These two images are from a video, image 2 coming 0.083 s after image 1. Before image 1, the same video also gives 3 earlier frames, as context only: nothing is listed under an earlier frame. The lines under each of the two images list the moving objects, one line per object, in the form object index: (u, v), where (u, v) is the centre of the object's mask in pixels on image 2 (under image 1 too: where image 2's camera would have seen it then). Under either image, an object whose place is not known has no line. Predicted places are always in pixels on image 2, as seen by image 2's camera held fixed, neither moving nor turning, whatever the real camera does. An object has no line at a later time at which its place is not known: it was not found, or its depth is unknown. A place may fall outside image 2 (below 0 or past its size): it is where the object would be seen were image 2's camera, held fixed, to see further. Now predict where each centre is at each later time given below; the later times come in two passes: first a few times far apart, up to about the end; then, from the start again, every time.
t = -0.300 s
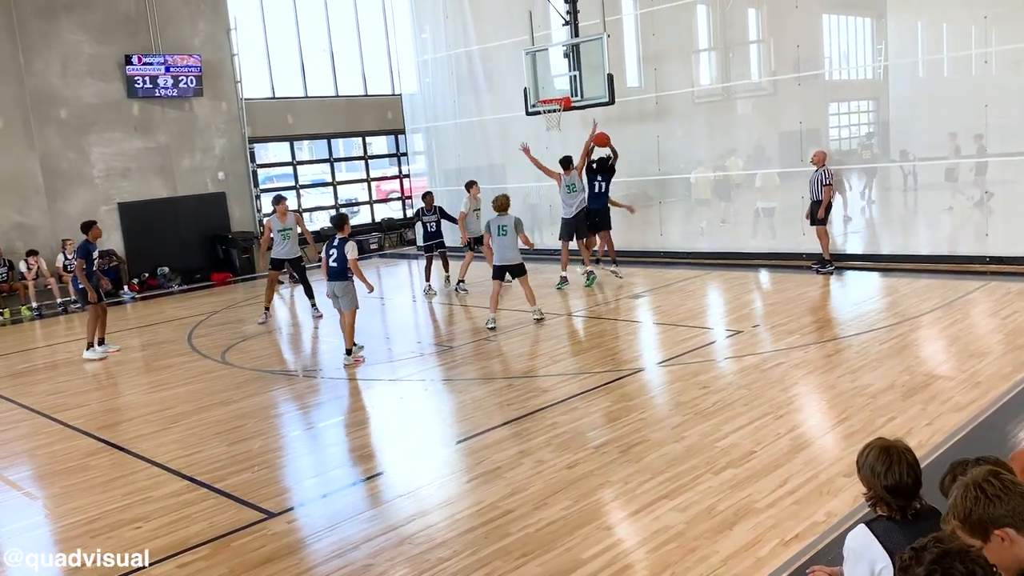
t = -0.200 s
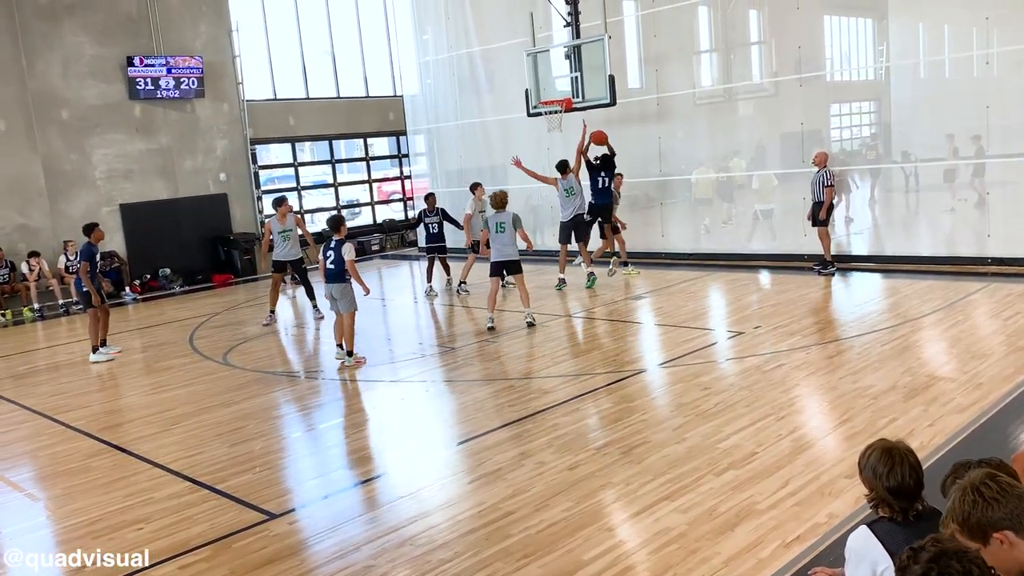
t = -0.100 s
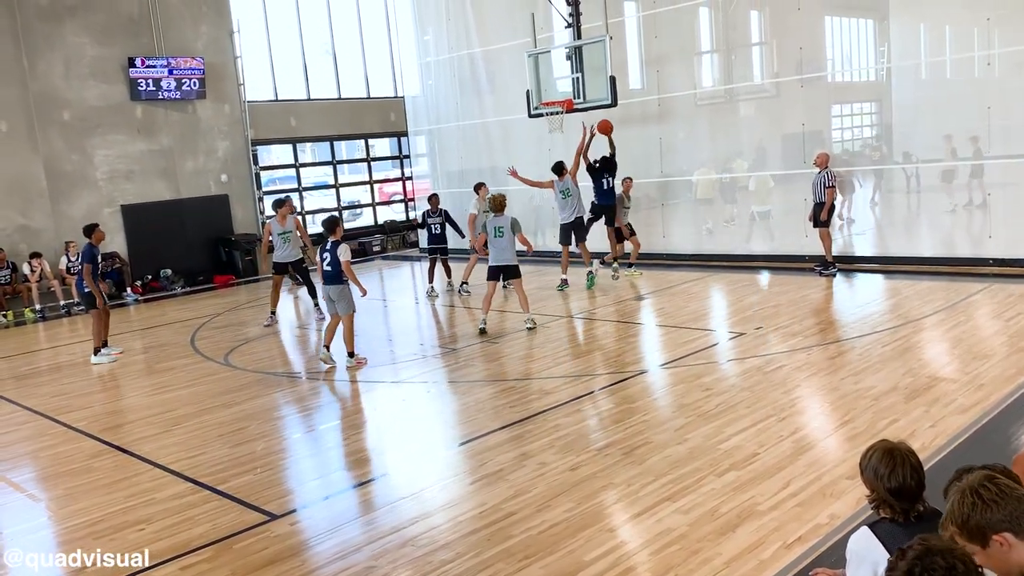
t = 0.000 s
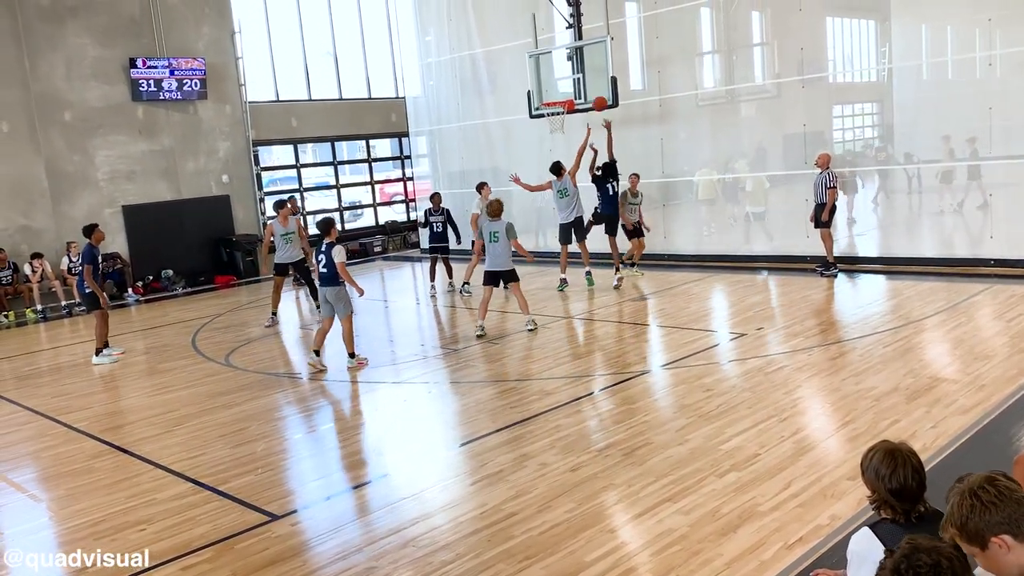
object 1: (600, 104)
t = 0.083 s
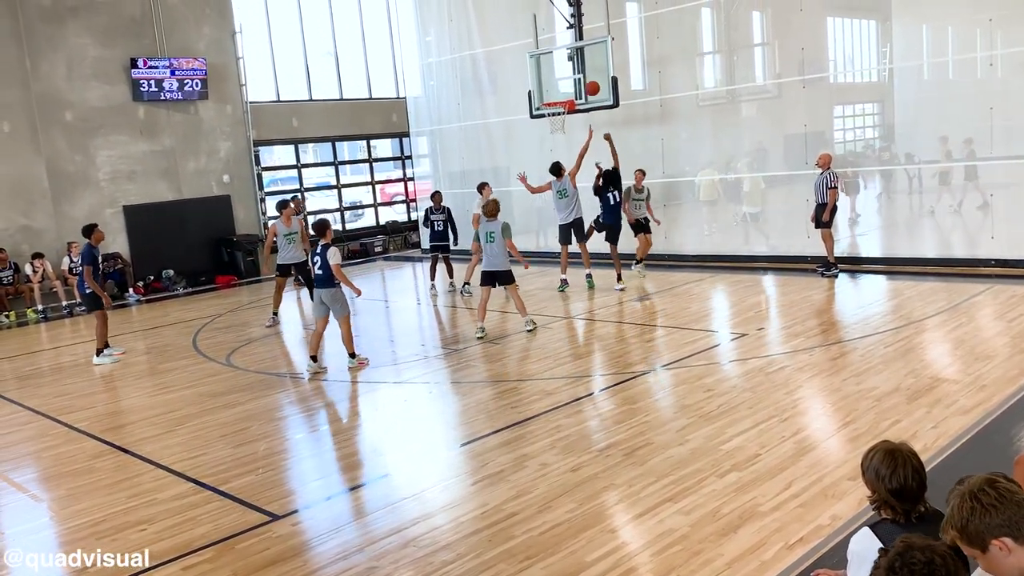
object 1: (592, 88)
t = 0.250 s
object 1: (576, 73)
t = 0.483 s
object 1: (557, 85)
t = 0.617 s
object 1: (550, 106)
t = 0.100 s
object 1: (591, 85)
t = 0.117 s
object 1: (589, 83)
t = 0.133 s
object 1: (588, 81)
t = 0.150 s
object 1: (586, 79)
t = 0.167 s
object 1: (585, 77)
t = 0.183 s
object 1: (583, 76)
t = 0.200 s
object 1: (582, 74)
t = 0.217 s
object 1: (580, 73)
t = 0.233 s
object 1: (578, 74)
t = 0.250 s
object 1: (576, 73)
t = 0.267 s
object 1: (576, 72)
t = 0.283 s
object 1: (574, 72)
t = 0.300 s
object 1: (573, 72)
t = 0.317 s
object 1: (571, 73)
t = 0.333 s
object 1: (569, 73)
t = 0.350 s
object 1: (567, 74)
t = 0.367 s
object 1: (566, 75)
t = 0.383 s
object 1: (565, 76)
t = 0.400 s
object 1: (564, 77)
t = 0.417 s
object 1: (562, 78)
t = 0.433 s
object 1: (561, 79)
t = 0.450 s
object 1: (559, 81)
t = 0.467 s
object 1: (558, 83)
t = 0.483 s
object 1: (557, 85)
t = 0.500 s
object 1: (555, 87)
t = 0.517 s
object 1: (554, 89)
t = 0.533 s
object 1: (553, 92)
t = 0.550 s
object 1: (552, 94)
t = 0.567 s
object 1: (551, 96)
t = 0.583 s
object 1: (549, 100)
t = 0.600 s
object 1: (548, 101)
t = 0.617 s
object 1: (550, 106)
